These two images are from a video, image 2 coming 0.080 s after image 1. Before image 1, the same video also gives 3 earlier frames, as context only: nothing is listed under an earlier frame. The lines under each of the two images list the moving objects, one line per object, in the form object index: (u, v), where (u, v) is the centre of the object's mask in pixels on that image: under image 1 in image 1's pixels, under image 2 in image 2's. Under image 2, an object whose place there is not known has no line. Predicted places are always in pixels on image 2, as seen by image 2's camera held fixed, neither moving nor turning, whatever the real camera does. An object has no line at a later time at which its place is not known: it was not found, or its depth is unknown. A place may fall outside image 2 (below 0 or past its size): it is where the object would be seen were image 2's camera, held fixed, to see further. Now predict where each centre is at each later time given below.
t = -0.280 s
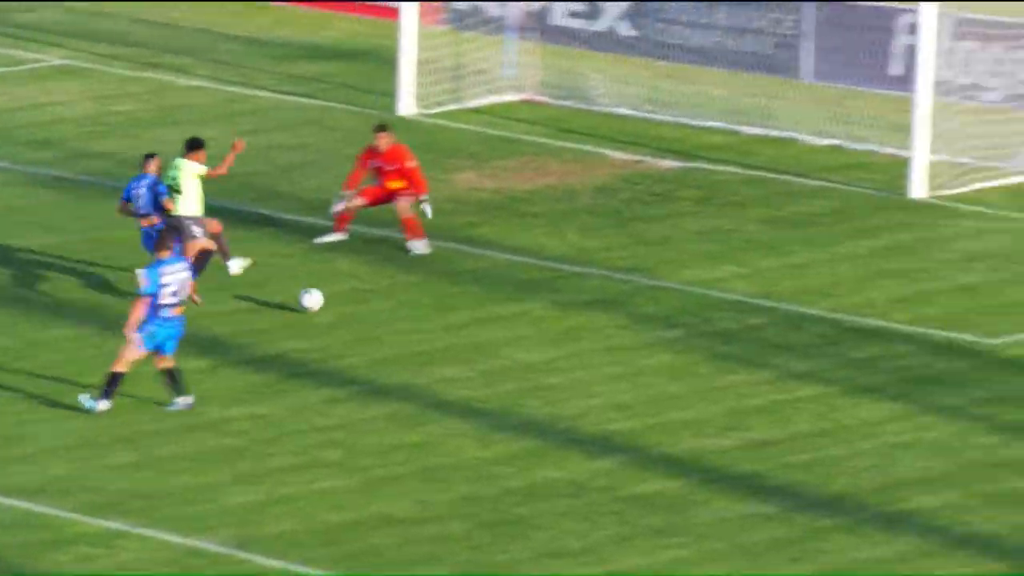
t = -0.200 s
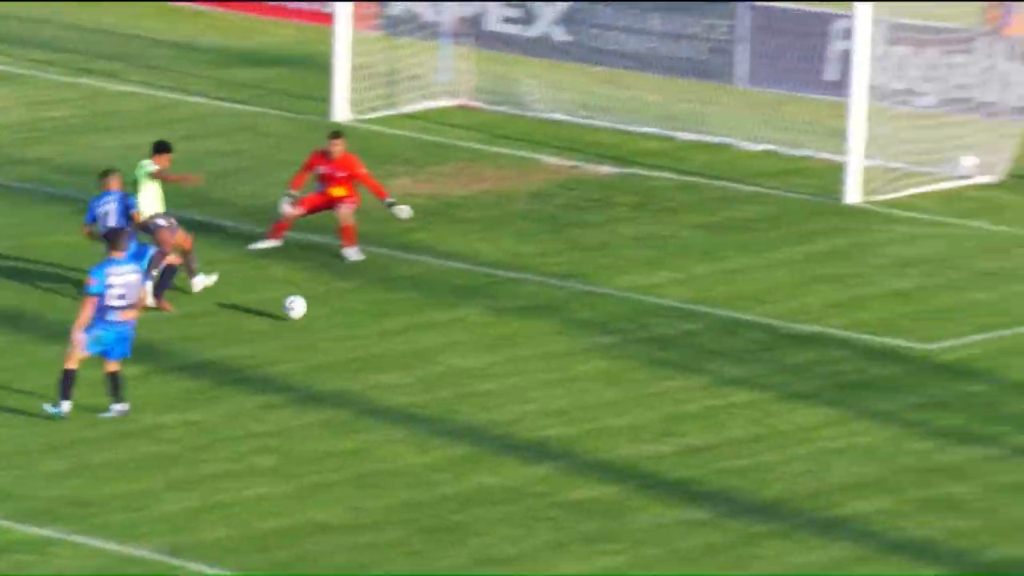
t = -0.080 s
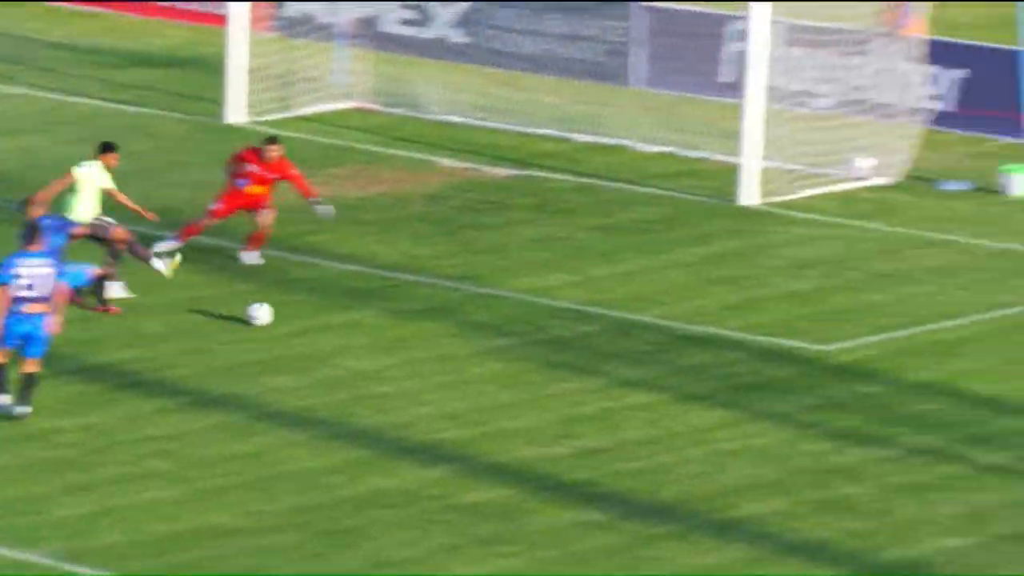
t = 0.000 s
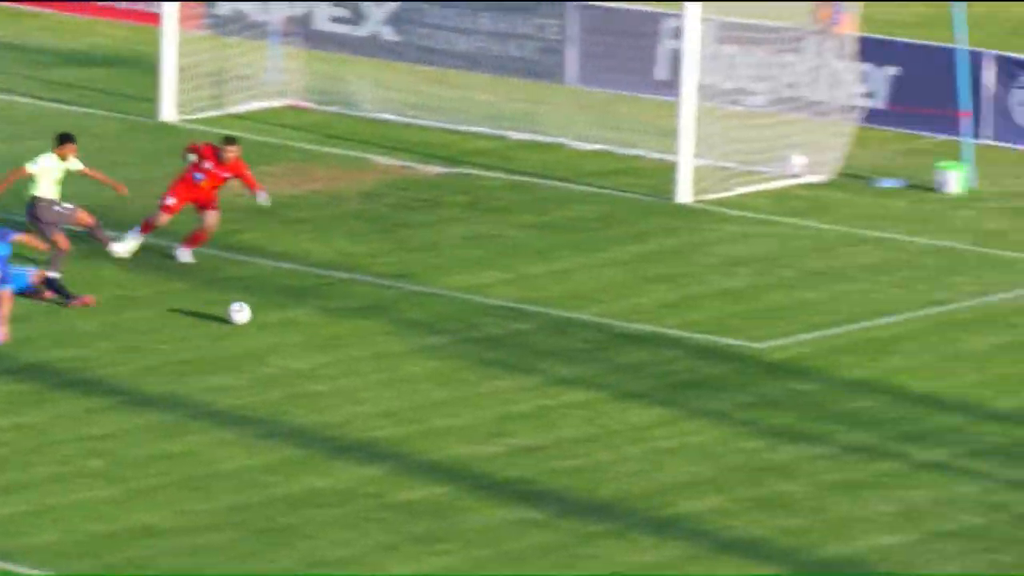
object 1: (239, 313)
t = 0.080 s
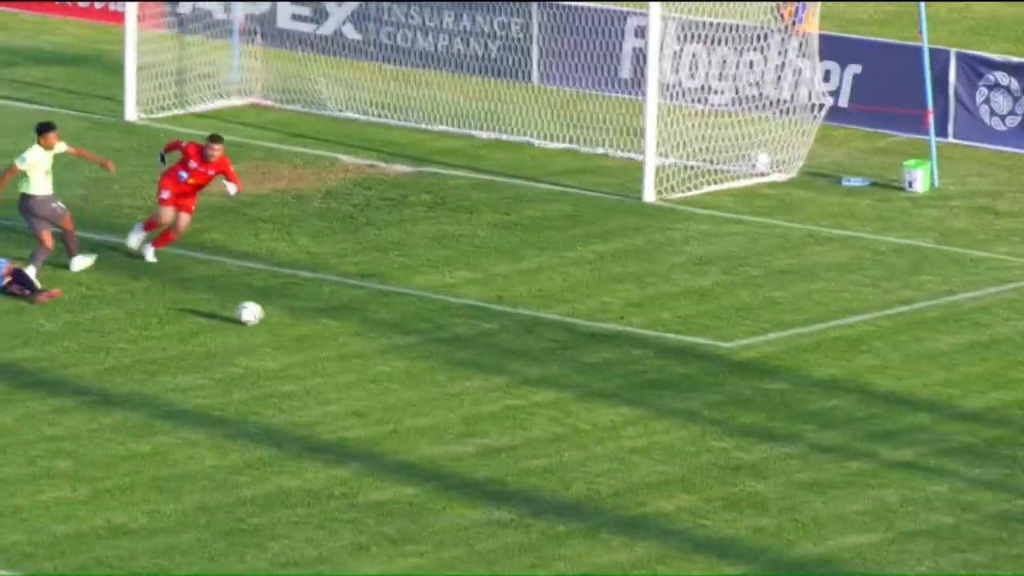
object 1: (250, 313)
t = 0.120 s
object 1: (271, 312)
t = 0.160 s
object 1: (292, 312)
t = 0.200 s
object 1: (313, 313)
